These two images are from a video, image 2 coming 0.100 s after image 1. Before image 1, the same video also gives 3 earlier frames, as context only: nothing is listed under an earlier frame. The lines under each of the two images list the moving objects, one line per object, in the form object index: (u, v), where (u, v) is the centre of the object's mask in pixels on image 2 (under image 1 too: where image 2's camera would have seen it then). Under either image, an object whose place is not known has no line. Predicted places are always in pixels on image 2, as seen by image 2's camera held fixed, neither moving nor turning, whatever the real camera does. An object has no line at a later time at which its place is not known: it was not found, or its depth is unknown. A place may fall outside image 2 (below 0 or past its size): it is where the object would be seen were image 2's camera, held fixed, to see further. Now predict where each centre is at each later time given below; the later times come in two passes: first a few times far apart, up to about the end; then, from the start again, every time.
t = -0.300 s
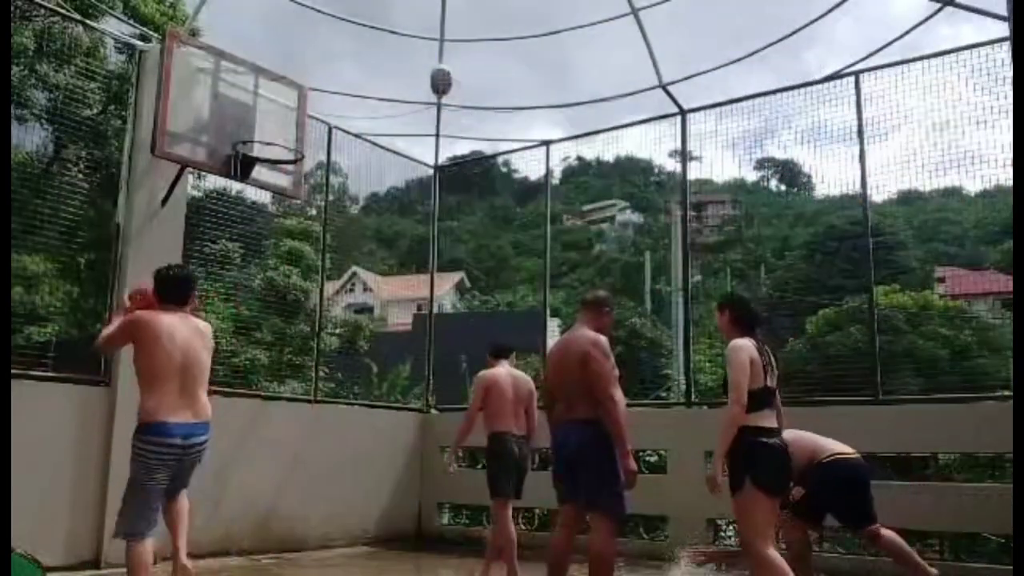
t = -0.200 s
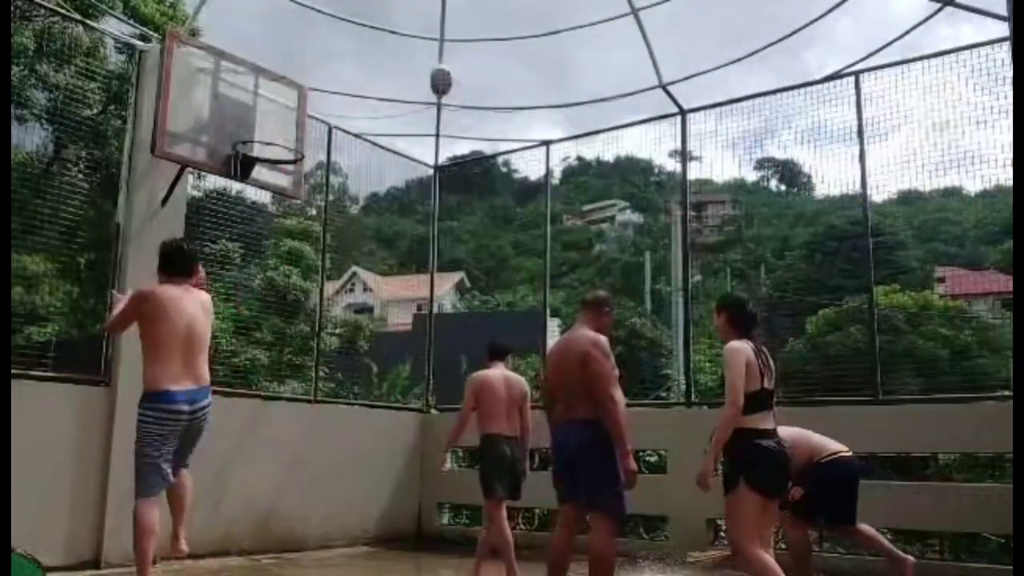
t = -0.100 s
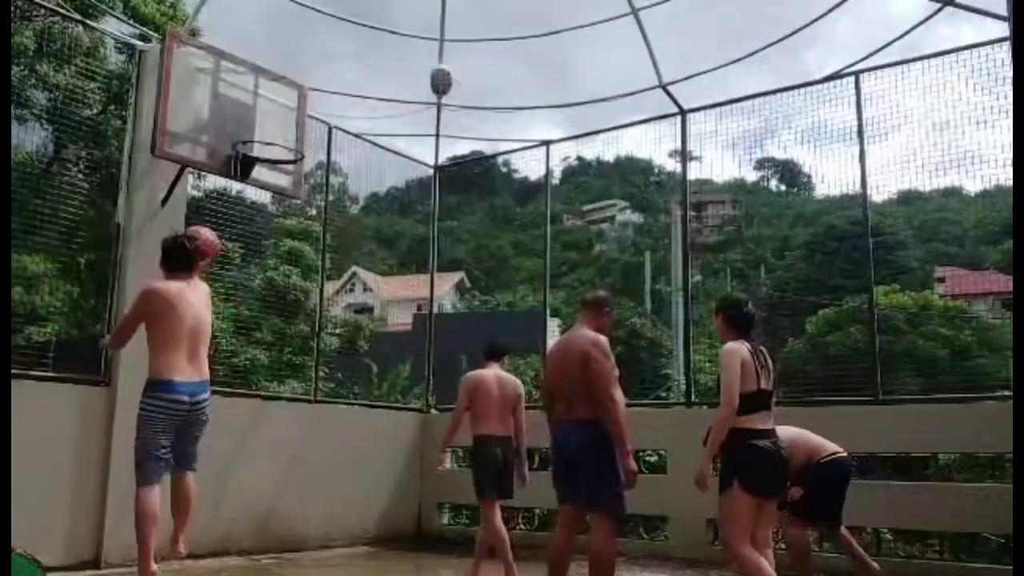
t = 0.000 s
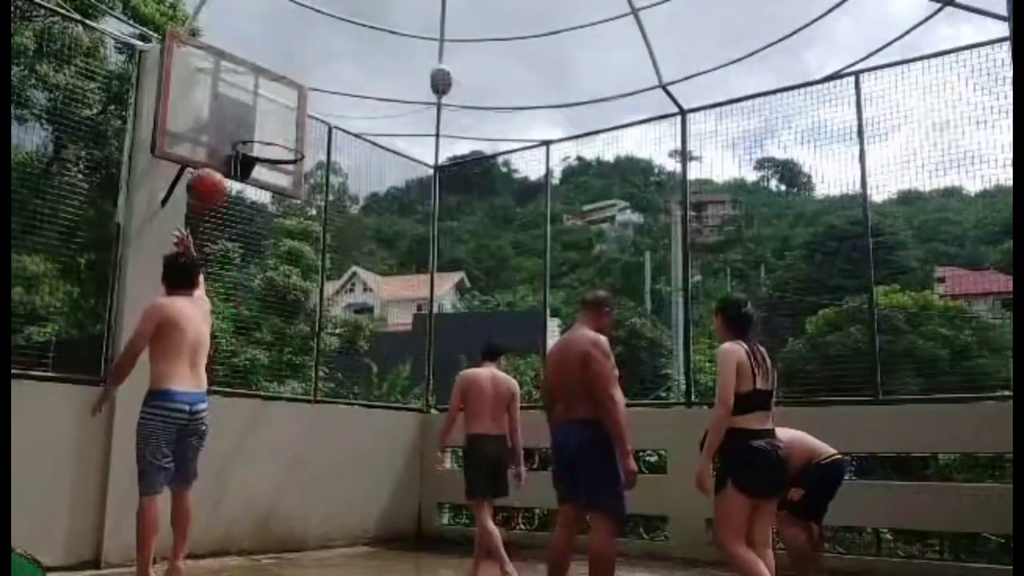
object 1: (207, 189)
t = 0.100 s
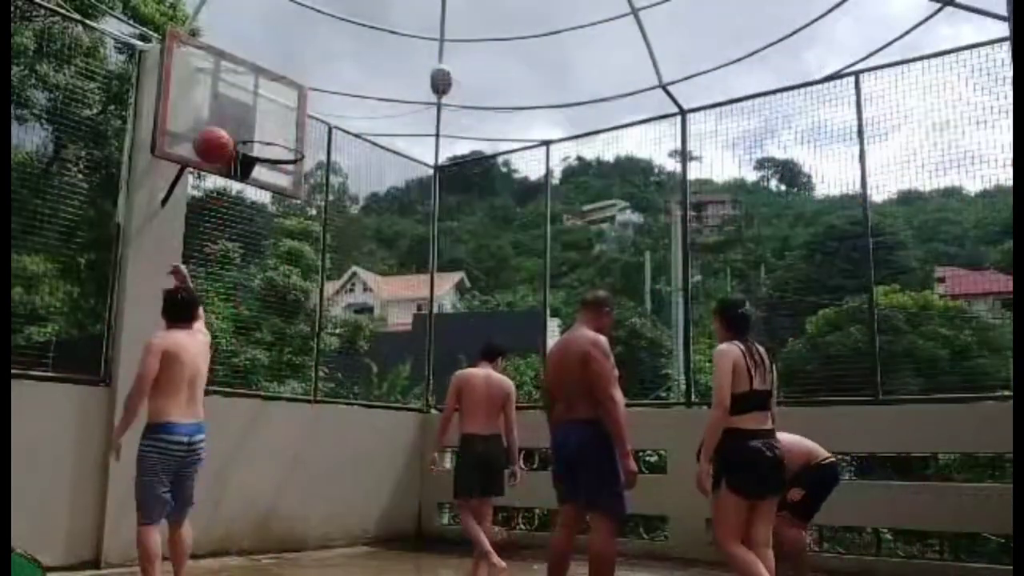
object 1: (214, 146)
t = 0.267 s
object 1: (220, 111)
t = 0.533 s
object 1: (226, 134)
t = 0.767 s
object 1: (260, 138)
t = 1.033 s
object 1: (282, 238)
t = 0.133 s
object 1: (216, 135)
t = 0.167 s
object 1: (217, 127)
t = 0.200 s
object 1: (218, 120)
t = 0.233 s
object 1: (219, 116)
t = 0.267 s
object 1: (220, 111)
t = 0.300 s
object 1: (221, 110)
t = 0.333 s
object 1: (222, 109)
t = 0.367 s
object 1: (222, 110)
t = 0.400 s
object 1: (223, 112)
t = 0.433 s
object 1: (224, 115)
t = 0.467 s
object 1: (225, 122)
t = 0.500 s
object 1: (225, 129)
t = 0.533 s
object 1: (226, 134)
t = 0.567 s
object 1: (227, 133)
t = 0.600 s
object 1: (232, 129)
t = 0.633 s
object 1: (238, 128)
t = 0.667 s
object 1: (244, 128)
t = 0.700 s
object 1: (250, 130)
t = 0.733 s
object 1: (255, 133)
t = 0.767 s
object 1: (260, 138)
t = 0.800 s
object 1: (266, 144)
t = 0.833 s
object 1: (271, 151)
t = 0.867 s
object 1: (274, 162)
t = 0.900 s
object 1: (276, 175)
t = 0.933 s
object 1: (278, 188)
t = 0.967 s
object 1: (279, 204)
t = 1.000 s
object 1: (281, 222)
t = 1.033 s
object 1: (282, 238)
